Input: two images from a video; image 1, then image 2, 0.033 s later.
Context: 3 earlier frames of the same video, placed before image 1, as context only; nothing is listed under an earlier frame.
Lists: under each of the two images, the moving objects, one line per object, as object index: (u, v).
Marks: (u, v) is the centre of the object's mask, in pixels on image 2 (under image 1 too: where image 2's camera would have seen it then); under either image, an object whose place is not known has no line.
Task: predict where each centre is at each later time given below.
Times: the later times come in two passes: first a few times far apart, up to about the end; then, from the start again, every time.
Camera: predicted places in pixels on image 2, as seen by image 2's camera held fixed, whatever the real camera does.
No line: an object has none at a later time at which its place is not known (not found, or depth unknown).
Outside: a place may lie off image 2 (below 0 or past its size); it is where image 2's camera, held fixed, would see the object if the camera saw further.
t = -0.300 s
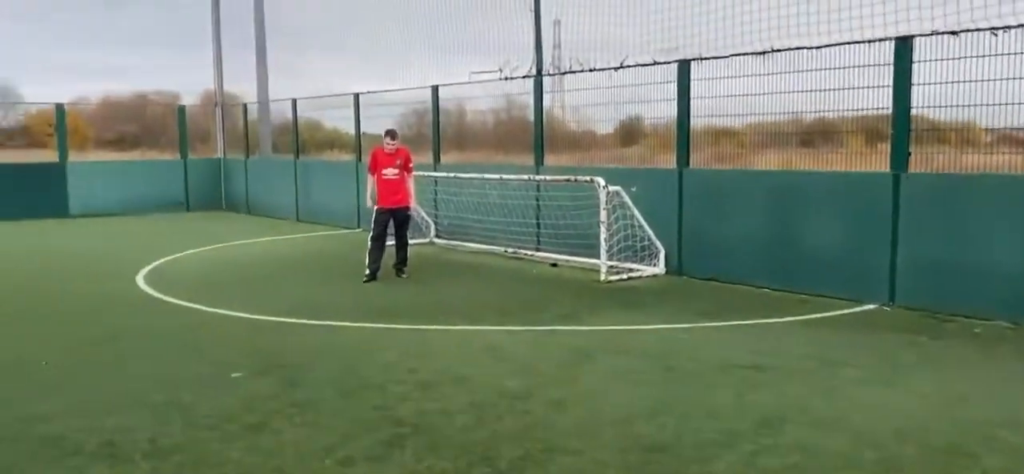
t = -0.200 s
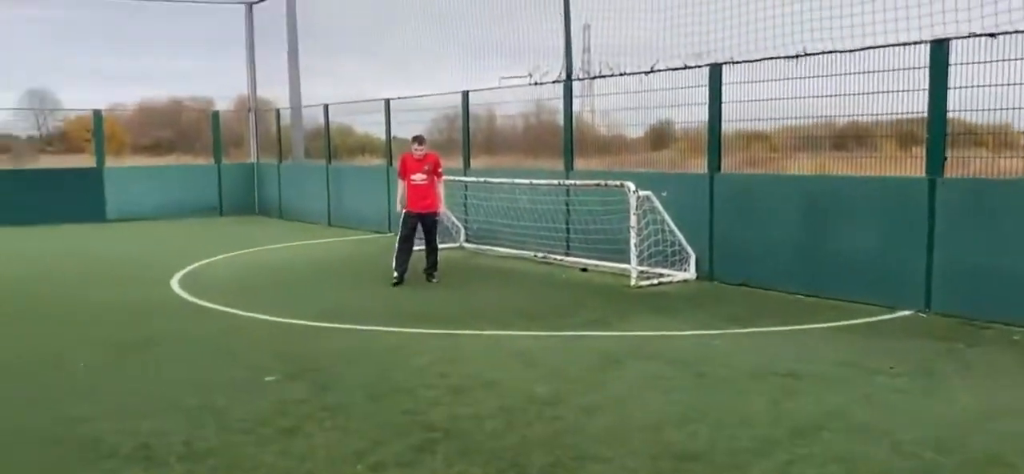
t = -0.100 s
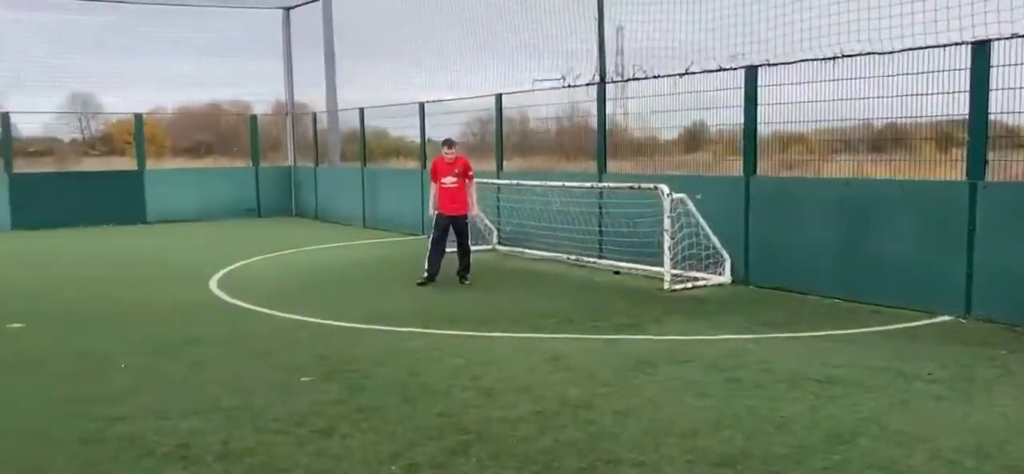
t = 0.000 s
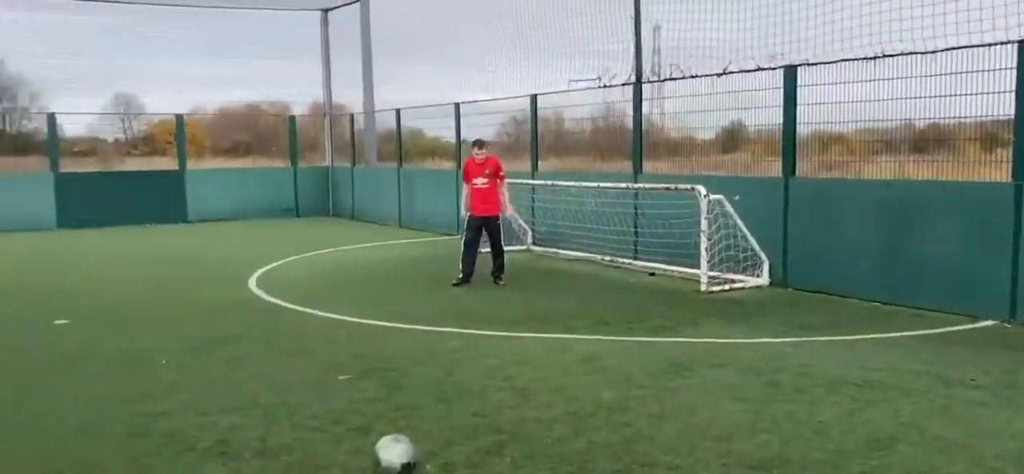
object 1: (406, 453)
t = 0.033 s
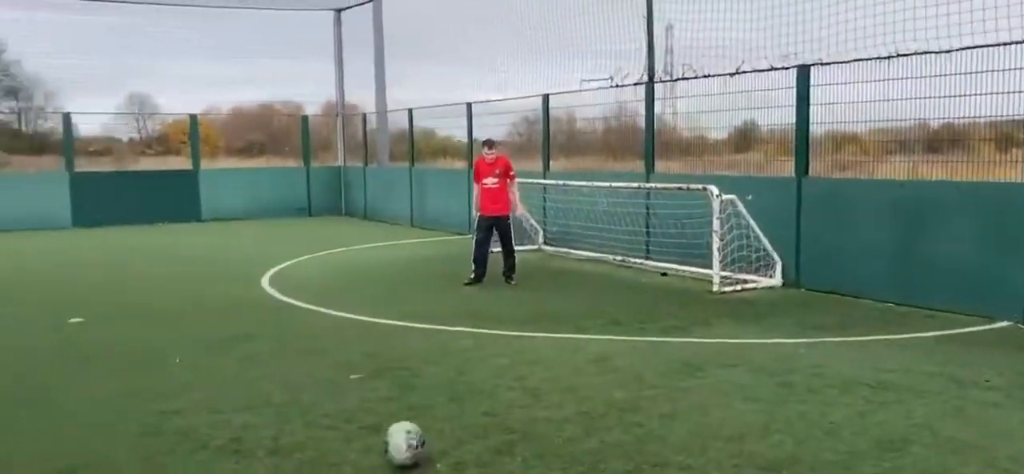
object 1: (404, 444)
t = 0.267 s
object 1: (393, 388)
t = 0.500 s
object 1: (384, 349)
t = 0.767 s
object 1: (378, 325)
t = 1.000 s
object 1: (374, 306)
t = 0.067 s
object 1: (402, 435)
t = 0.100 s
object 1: (401, 425)
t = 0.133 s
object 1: (398, 415)
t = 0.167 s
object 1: (397, 409)
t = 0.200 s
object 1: (396, 400)
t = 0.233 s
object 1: (396, 392)
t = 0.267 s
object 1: (393, 388)
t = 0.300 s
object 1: (392, 382)
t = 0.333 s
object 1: (391, 375)
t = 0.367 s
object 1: (389, 369)
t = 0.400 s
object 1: (388, 364)
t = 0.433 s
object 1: (387, 361)
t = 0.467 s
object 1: (385, 356)
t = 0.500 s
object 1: (384, 349)
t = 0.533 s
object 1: (383, 346)
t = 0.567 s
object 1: (382, 345)
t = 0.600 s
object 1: (381, 342)
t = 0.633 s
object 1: (380, 337)
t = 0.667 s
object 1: (380, 333)
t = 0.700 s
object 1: (379, 331)
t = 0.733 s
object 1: (378, 328)
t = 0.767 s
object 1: (378, 325)
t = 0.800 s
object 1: (377, 321)
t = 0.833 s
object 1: (376, 319)
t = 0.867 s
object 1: (376, 316)
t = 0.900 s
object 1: (375, 313)
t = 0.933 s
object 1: (374, 311)
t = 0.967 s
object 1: (373, 309)
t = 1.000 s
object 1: (374, 306)
